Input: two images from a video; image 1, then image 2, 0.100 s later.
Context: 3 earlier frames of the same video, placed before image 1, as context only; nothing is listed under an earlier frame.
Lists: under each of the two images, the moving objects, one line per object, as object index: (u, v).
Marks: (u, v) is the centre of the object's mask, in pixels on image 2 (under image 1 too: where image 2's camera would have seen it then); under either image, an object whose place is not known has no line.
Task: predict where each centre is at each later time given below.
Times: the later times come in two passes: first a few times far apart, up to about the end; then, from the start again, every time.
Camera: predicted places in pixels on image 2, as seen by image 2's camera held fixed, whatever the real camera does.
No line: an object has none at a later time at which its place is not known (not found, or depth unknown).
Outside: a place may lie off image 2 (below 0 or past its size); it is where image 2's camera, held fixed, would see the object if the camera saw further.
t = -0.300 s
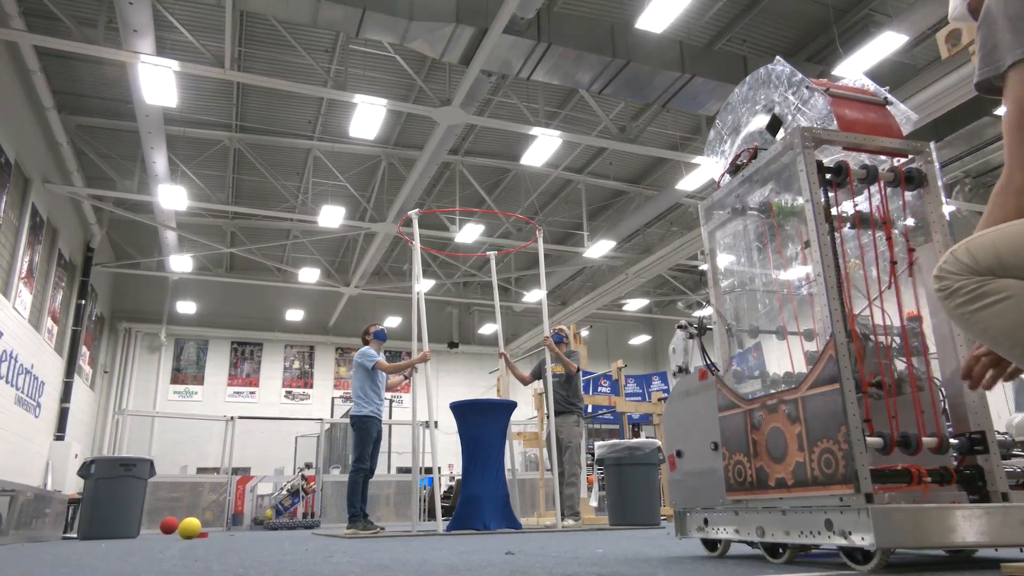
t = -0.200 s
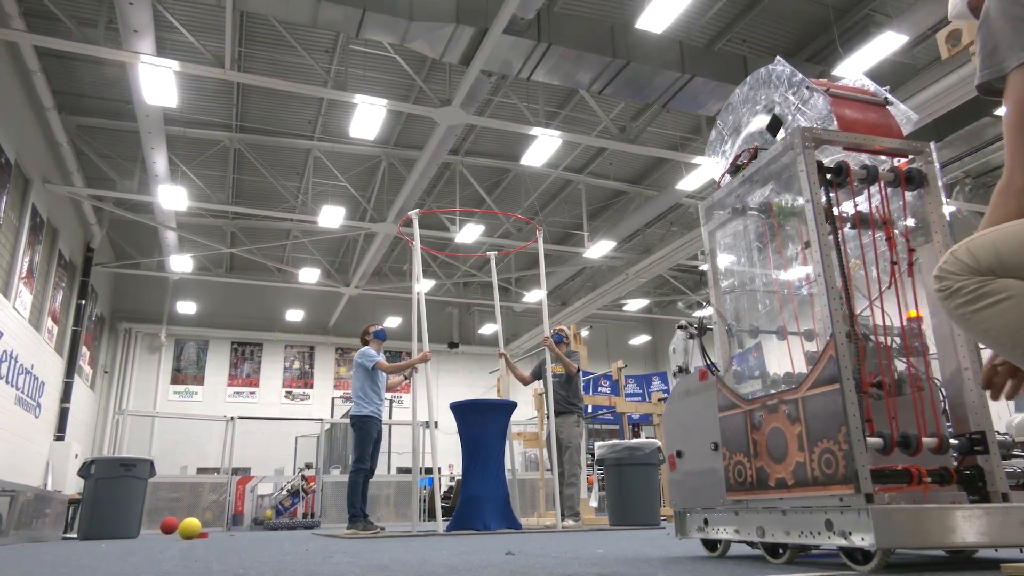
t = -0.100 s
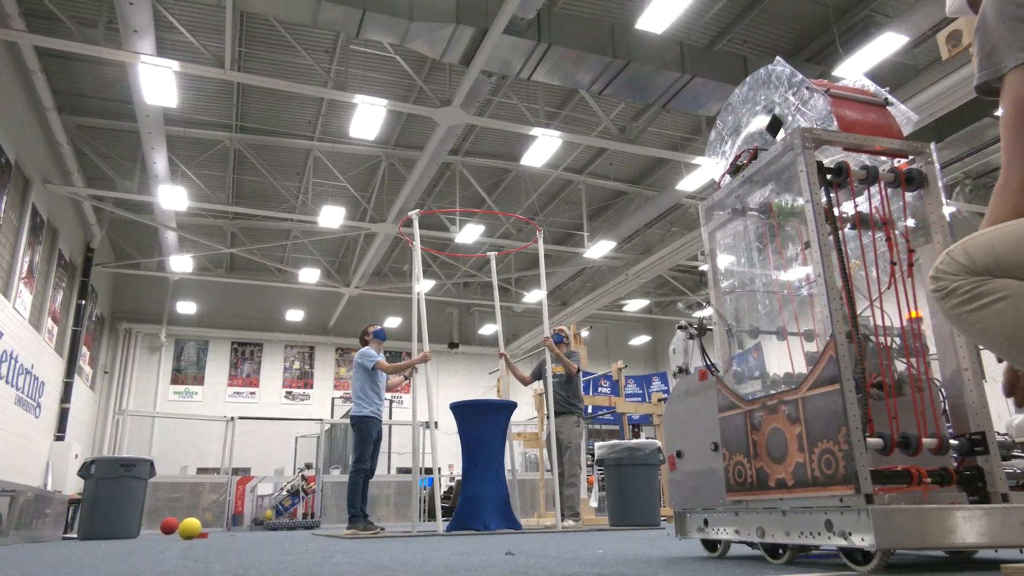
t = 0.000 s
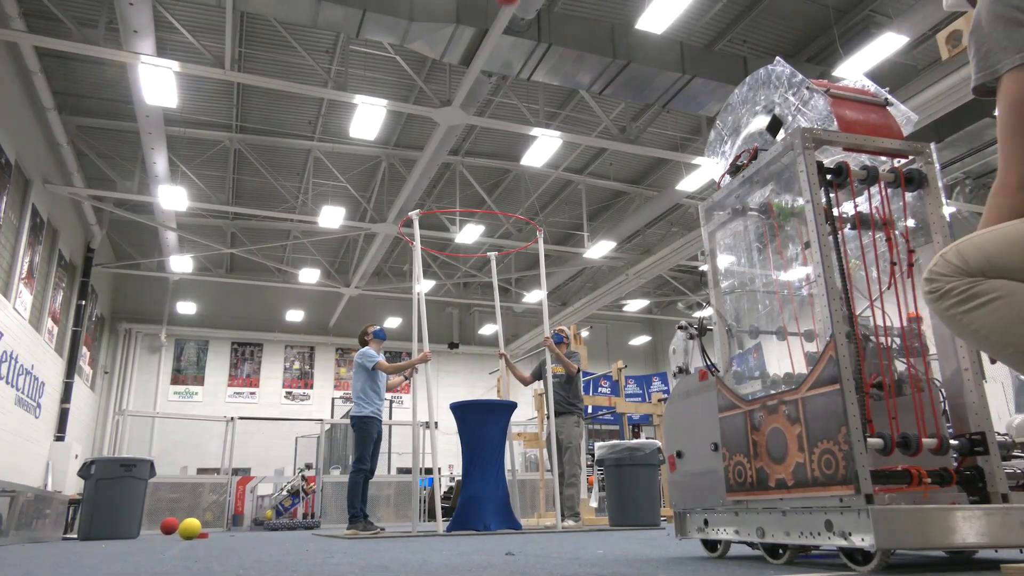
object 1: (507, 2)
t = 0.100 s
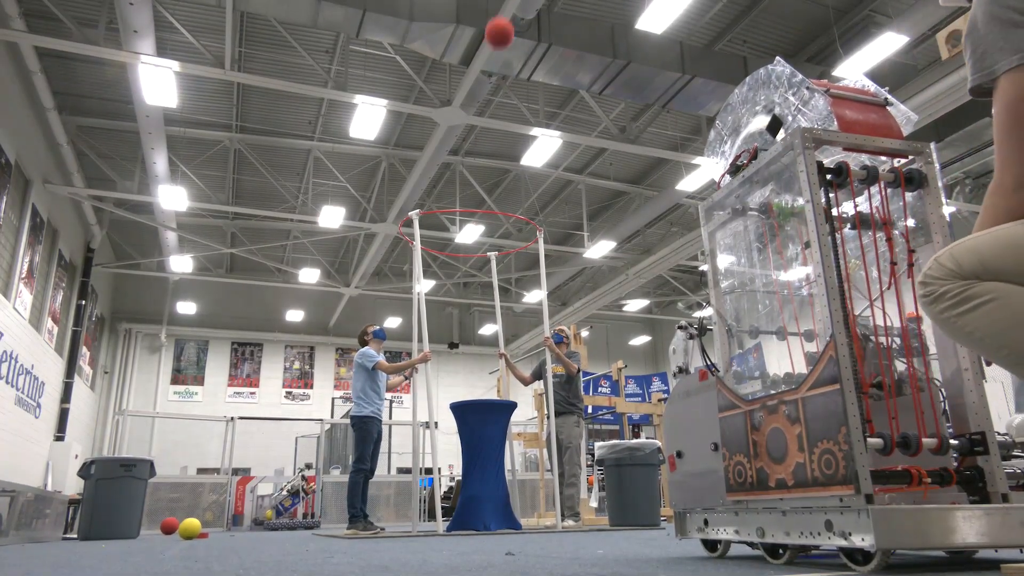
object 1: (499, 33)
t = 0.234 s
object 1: (491, 101)
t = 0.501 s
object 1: (477, 261)
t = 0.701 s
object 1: (466, 393)
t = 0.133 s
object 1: (497, 49)
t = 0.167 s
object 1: (495, 66)
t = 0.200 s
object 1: (493, 83)
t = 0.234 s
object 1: (491, 101)
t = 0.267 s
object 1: (489, 119)
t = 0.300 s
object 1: (487, 139)
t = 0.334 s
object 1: (485, 159)
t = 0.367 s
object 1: (484, 180)
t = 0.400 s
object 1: (482, 199)
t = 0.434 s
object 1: (481, 219)
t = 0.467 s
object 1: (479, 242)
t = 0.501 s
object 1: (477, 261)
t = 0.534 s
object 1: (475, 282)
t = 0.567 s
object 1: (474, 303)
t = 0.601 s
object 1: (471, 327)
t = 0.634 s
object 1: (470, 349)
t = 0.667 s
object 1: (468, 373)
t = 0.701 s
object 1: (466, 393)
